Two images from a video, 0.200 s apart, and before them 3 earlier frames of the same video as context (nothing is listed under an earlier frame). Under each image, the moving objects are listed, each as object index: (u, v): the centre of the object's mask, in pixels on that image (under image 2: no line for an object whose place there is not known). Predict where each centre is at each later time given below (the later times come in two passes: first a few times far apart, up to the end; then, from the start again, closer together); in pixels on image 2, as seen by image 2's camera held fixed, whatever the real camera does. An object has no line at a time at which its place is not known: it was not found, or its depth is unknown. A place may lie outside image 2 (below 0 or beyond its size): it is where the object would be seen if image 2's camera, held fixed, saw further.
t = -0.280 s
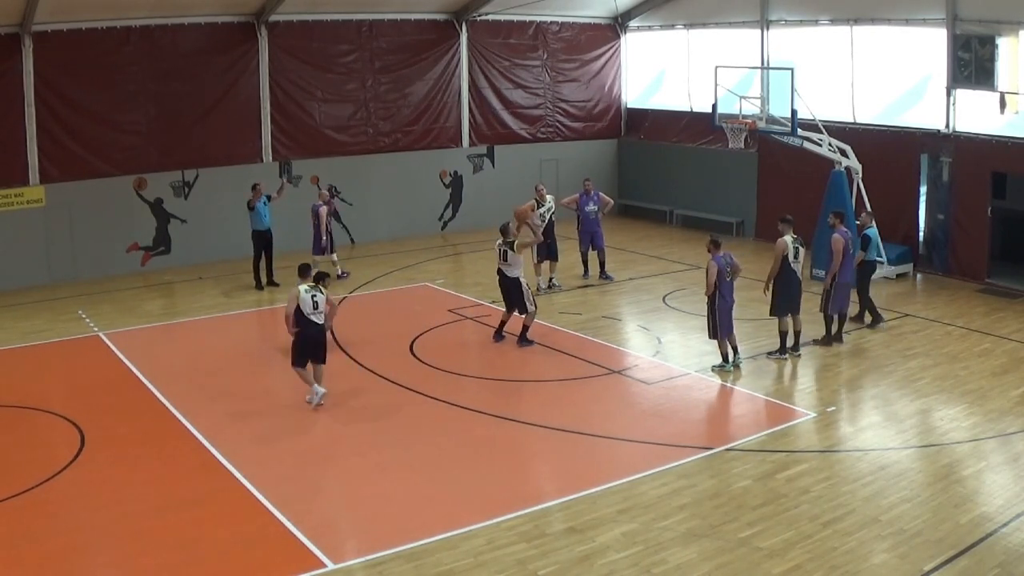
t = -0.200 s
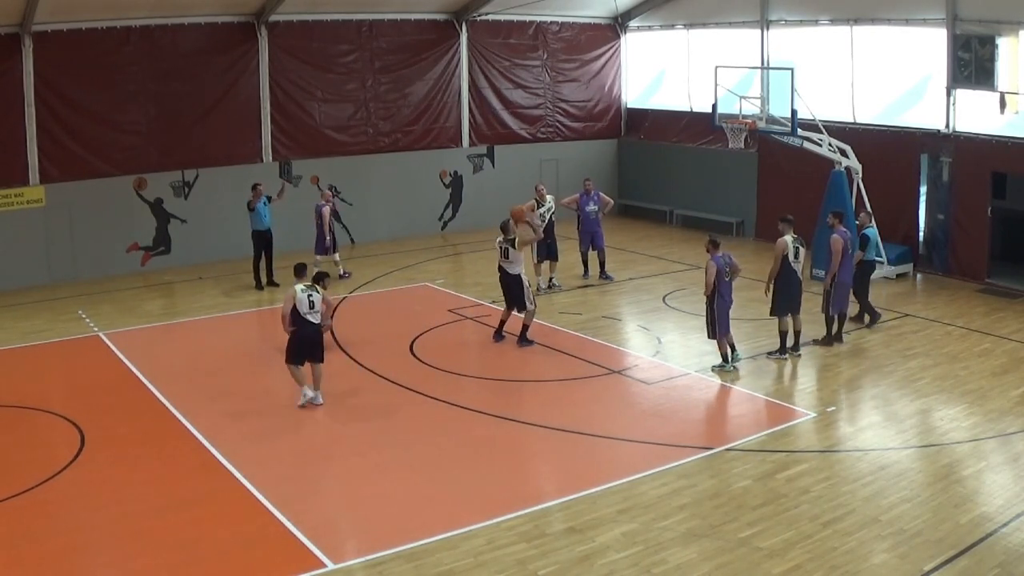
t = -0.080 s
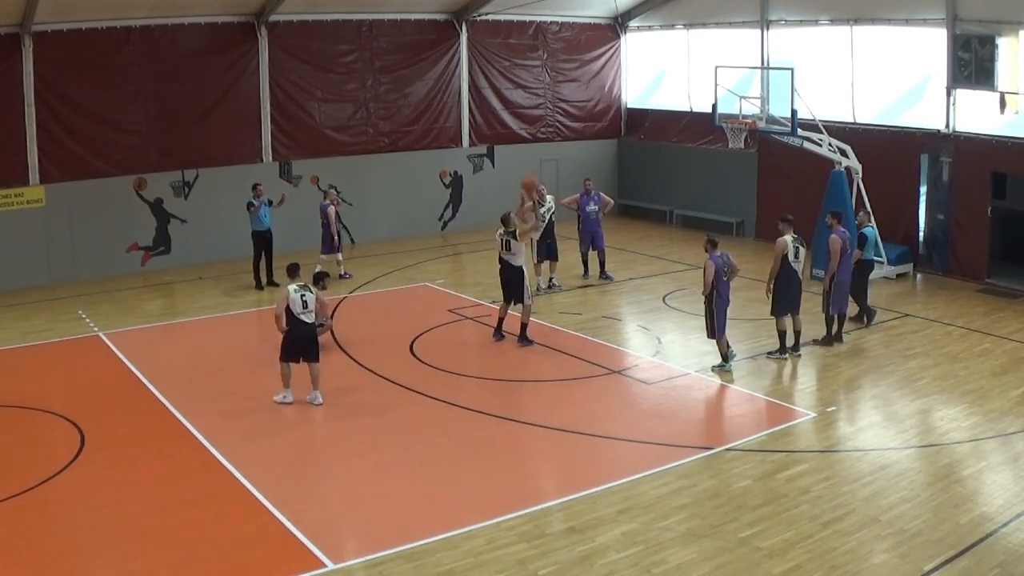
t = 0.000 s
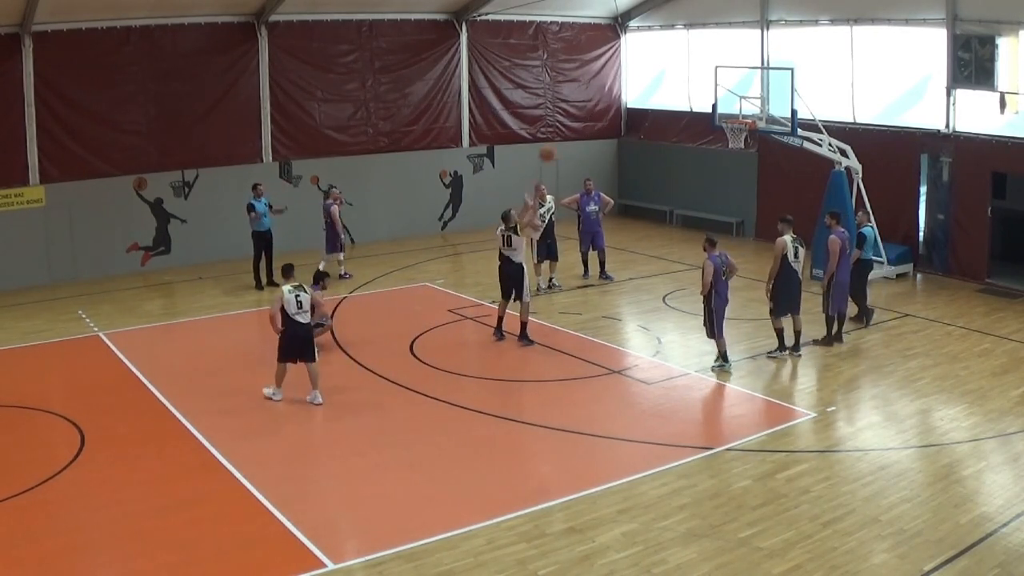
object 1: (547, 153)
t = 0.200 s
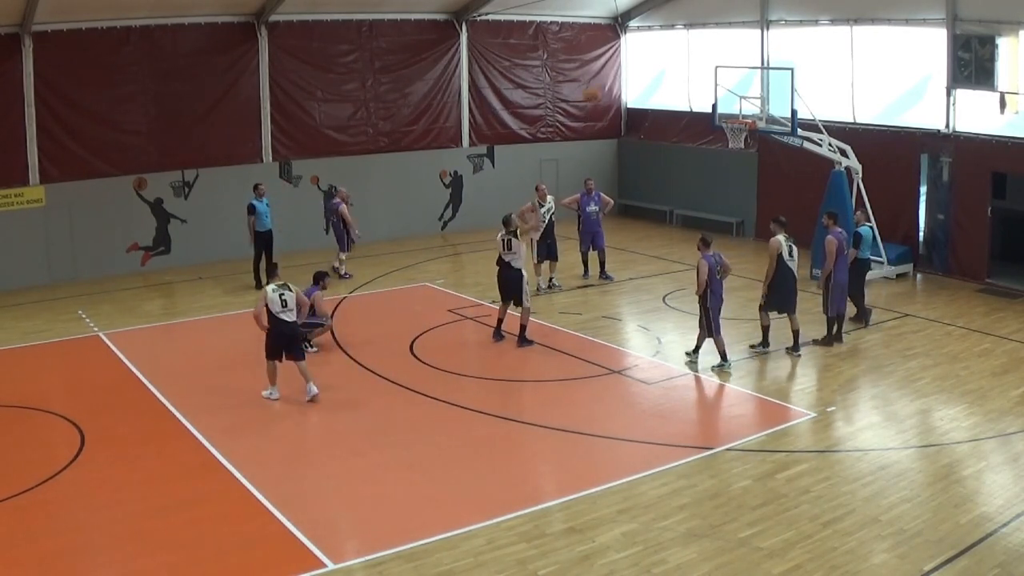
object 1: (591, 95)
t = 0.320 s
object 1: (616, 75)
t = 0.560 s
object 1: (664, 63)
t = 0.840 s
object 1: (714, 95)
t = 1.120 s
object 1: (734, 93)
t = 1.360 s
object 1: (738, 91)
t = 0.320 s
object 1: (616, 75)
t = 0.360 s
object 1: (624, 70)
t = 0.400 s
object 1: (632, 66)
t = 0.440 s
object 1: (640, 64)
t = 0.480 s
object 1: (648, 62)
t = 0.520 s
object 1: (656, 62)
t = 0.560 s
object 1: (664, 63)
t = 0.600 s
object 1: (671, 65)
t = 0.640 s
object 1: (679, 67)
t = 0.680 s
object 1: (686, 71)
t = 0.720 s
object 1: (693, 75)
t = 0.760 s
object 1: (700, 81)
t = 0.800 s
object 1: (707, 87)
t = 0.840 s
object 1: (714, 95)
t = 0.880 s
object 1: (721, 103)
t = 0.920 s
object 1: (727, 112)
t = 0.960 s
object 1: (731, 114)
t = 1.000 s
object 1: (732, 107)
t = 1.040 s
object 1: (732, 102)
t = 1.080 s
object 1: (733, 97)
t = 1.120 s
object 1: (734, 93)
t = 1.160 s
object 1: (735, 90)
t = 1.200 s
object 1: (735, 89)
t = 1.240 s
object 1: (736, 88)
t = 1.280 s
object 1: (737, 88)
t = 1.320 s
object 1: (737, 89)
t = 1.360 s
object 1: (738, 91)
